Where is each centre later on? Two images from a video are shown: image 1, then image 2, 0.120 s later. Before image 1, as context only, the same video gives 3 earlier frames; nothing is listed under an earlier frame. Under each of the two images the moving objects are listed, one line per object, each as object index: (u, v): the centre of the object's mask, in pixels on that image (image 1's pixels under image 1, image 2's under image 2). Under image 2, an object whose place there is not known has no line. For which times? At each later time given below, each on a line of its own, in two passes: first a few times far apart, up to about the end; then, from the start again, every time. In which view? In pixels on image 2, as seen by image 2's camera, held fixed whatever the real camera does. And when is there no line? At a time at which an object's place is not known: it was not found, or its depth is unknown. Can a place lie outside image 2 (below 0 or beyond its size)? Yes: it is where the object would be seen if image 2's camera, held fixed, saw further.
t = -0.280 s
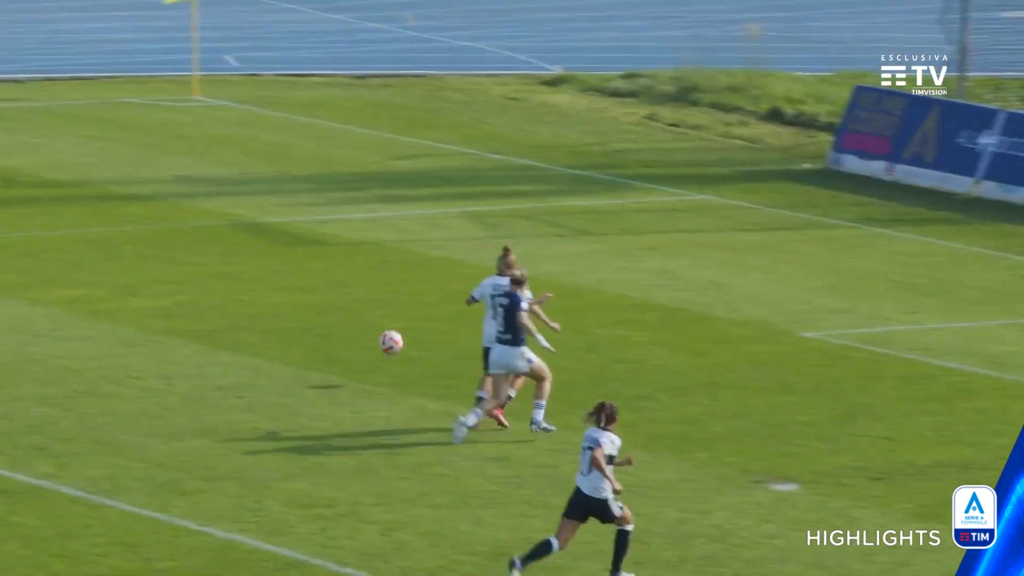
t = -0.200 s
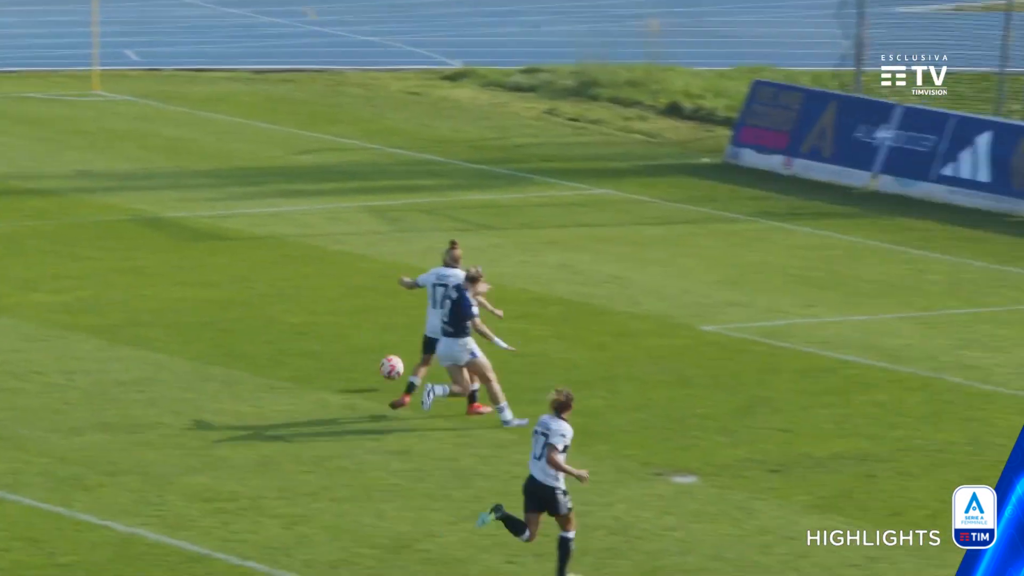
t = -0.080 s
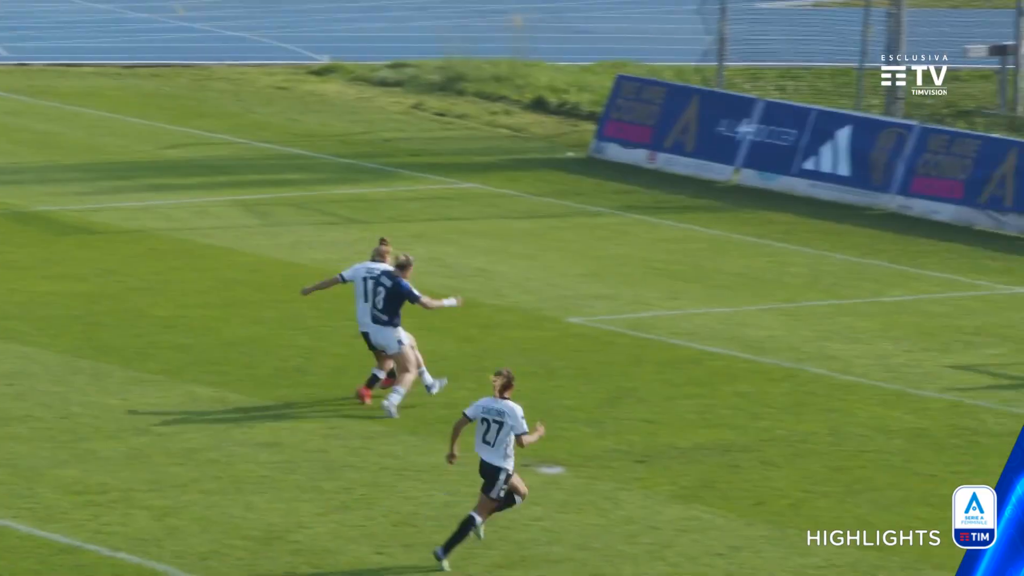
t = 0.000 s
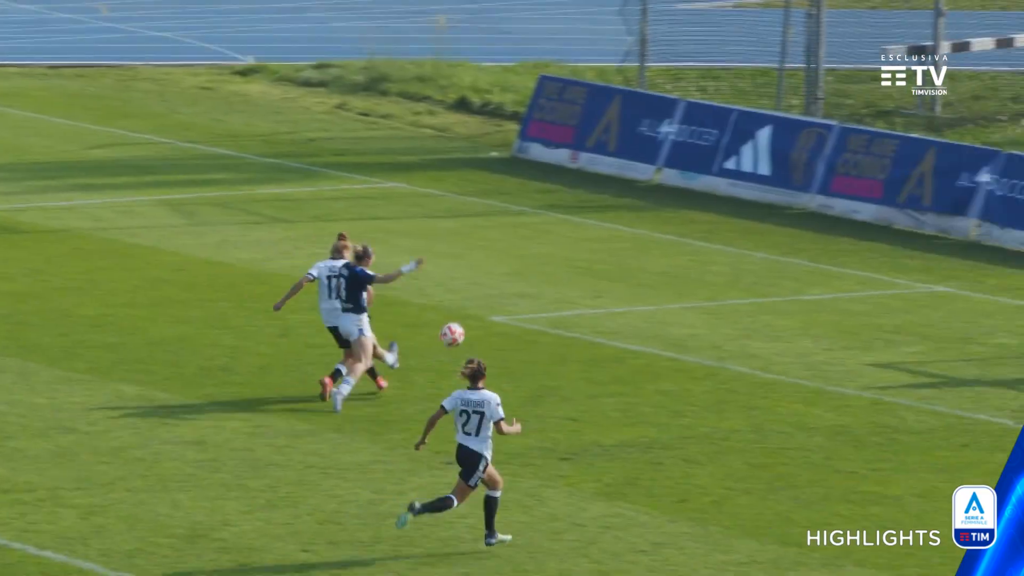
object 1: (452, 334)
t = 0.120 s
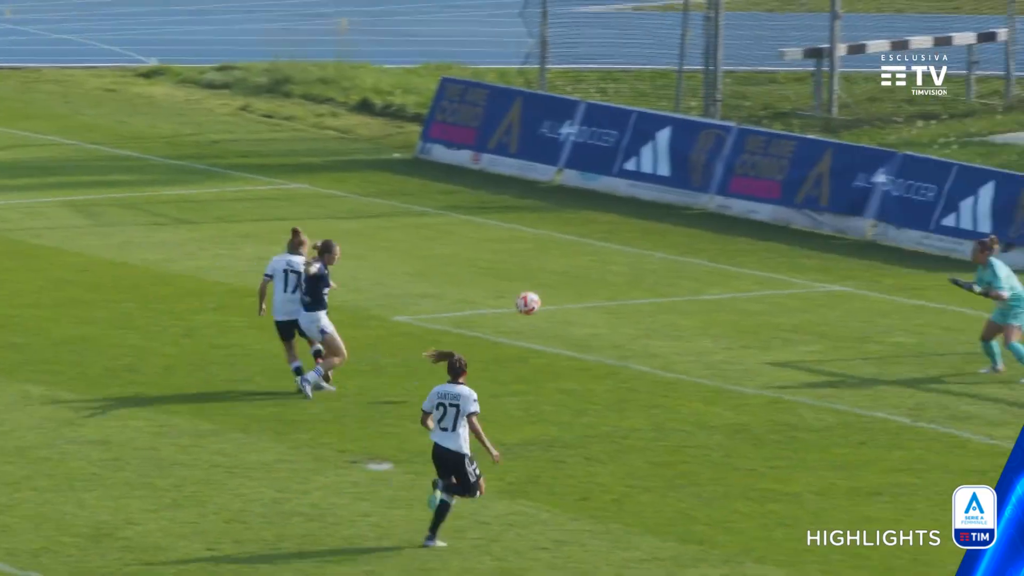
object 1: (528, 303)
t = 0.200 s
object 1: (641, 292)
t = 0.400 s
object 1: (916, 291)
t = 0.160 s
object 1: (585, 296)
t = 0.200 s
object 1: (641, 292)
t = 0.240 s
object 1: (697, 289)
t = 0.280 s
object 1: (751, 288)
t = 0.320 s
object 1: (806, 288)
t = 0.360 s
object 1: (863, 290)
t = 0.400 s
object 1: (916, 291)
